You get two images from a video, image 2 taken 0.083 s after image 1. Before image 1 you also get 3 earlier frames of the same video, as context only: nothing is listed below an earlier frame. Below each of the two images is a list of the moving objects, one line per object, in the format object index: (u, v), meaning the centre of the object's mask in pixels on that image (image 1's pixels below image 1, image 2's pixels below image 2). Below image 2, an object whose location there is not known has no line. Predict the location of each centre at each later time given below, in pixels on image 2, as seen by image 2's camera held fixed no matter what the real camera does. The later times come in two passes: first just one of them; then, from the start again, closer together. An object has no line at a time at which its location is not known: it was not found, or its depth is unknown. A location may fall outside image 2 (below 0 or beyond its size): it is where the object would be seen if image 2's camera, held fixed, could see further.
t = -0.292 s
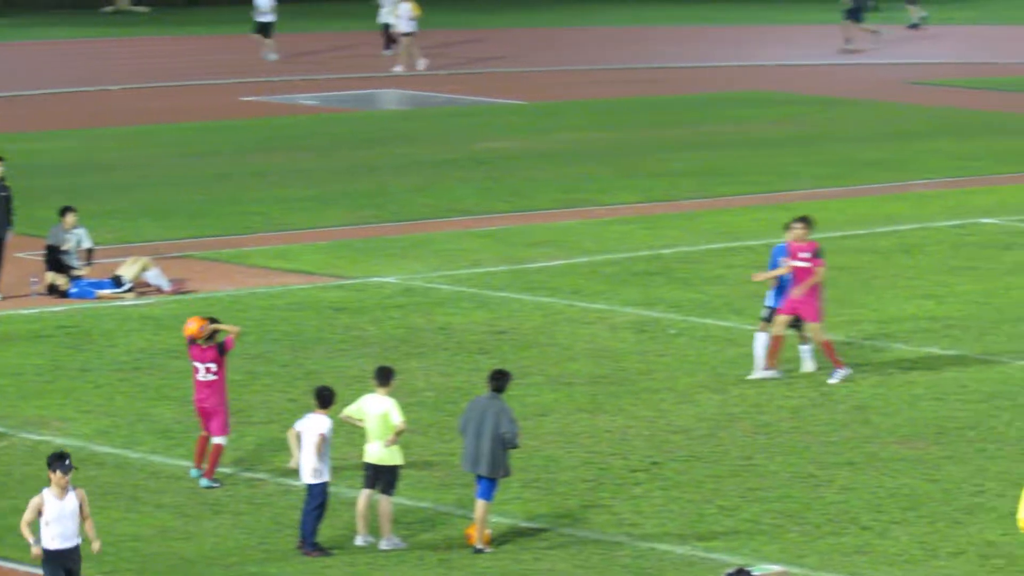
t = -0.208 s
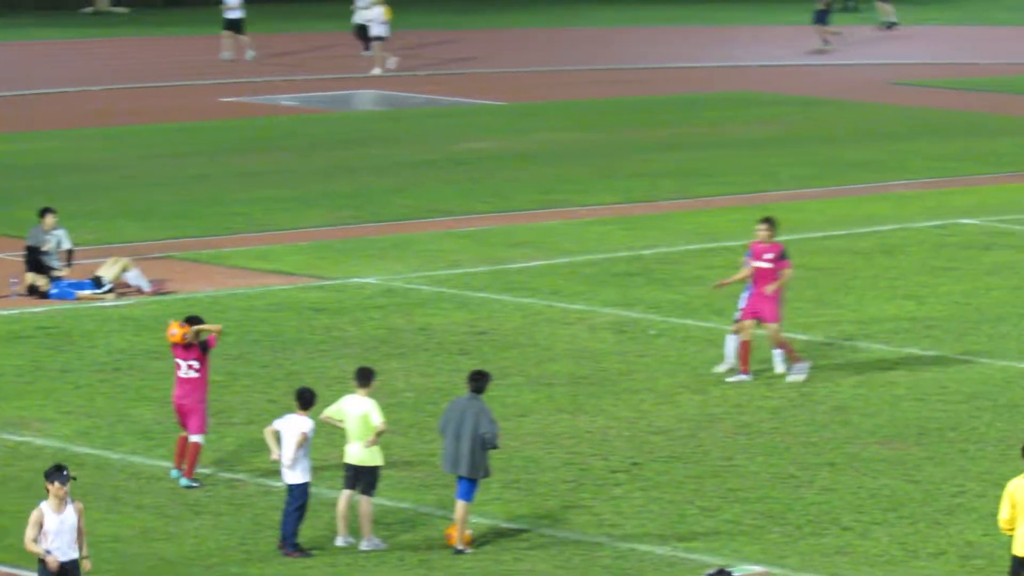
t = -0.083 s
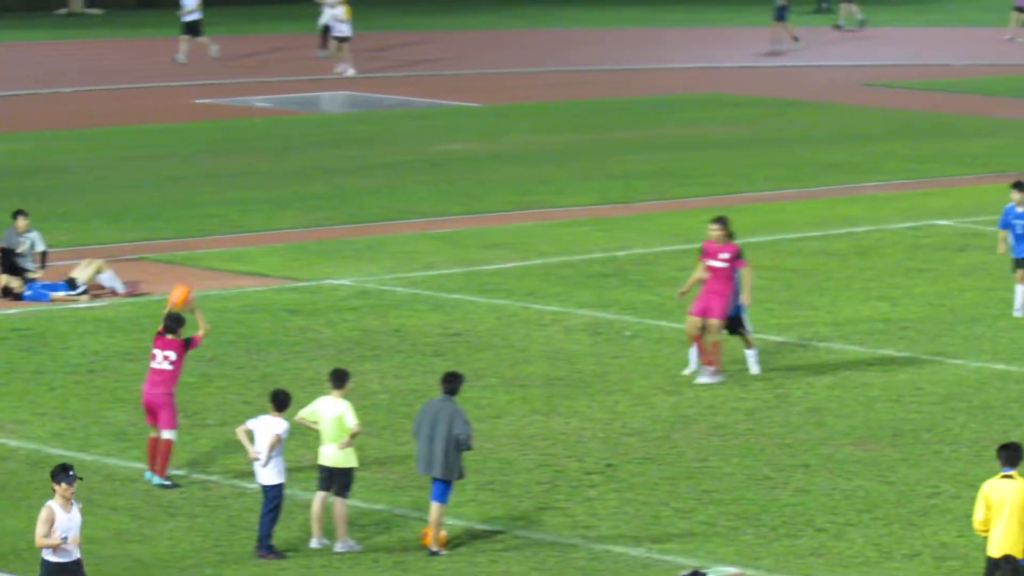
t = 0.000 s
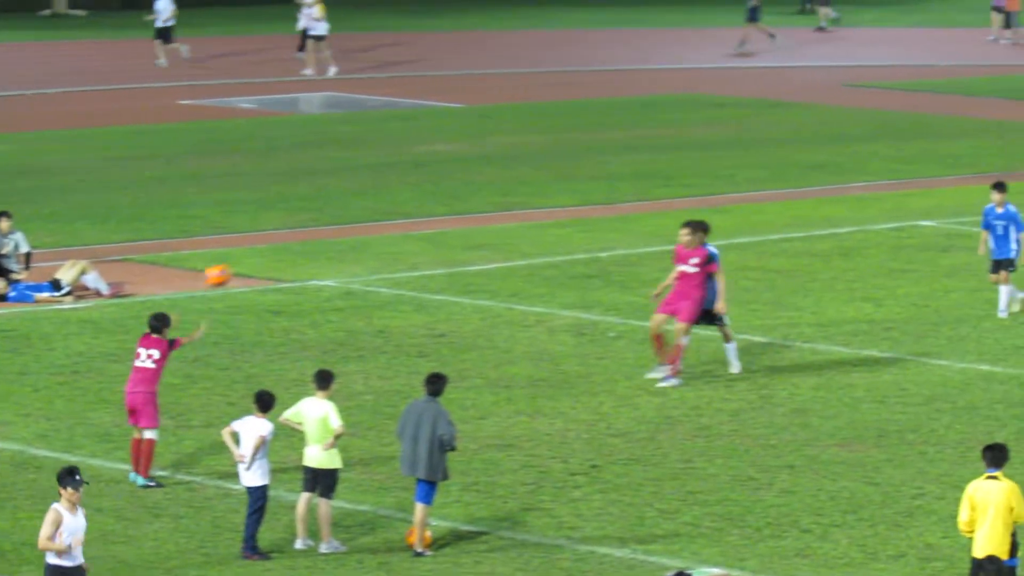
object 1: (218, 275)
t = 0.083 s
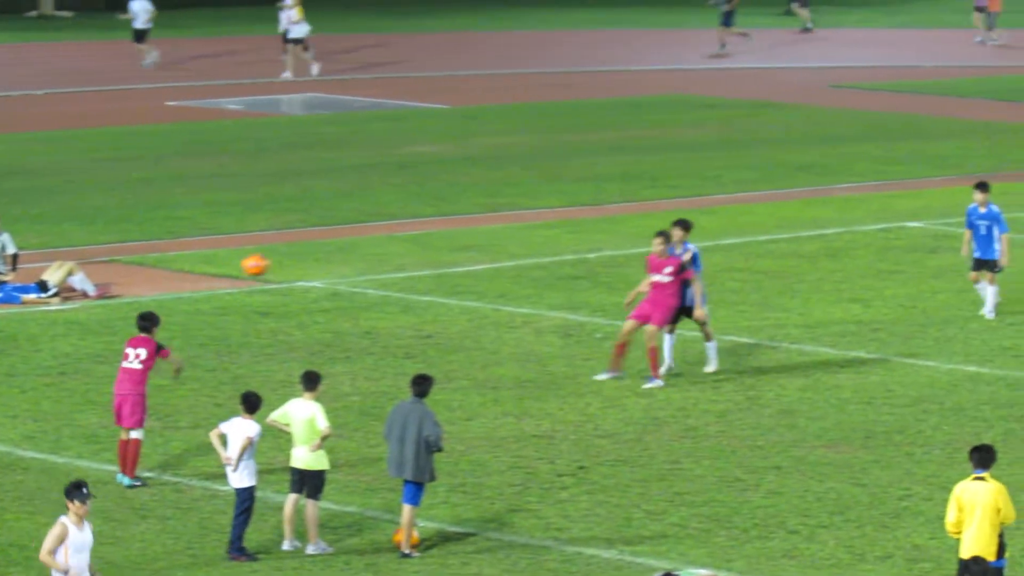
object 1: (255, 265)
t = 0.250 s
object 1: (348, 264)
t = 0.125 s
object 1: (279, 262)
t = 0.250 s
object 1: (348, 264)
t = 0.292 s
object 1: (371, 269)
